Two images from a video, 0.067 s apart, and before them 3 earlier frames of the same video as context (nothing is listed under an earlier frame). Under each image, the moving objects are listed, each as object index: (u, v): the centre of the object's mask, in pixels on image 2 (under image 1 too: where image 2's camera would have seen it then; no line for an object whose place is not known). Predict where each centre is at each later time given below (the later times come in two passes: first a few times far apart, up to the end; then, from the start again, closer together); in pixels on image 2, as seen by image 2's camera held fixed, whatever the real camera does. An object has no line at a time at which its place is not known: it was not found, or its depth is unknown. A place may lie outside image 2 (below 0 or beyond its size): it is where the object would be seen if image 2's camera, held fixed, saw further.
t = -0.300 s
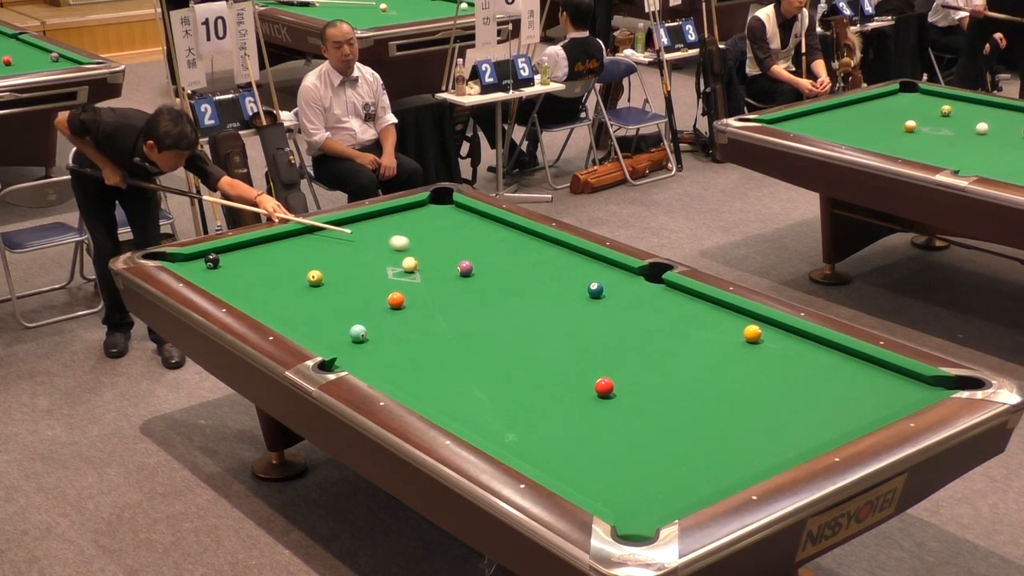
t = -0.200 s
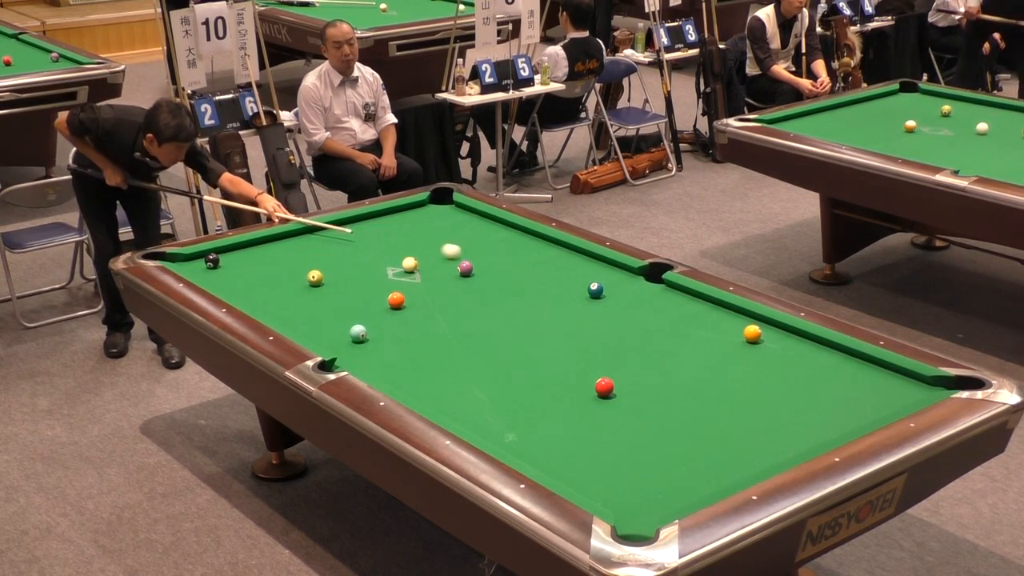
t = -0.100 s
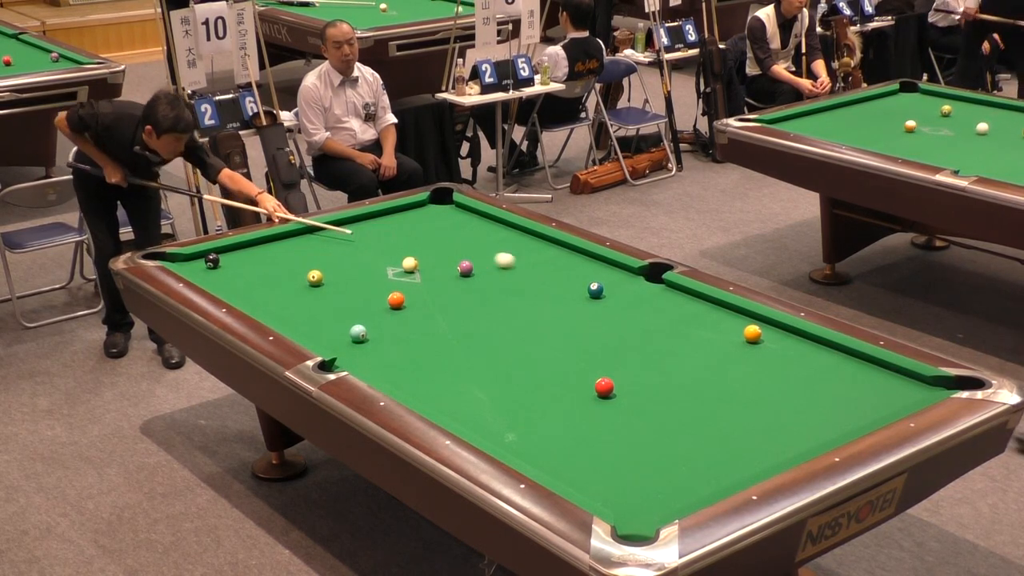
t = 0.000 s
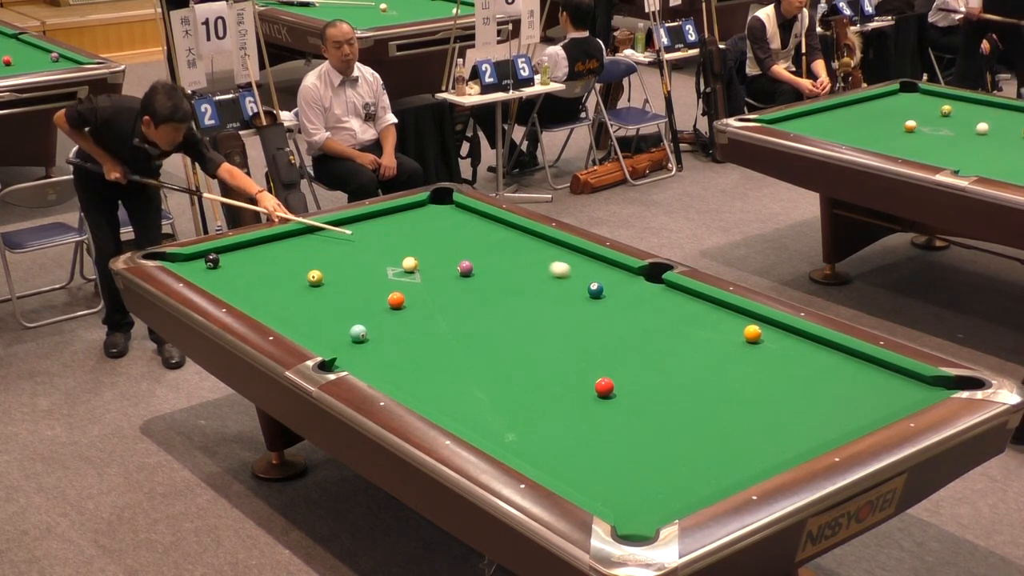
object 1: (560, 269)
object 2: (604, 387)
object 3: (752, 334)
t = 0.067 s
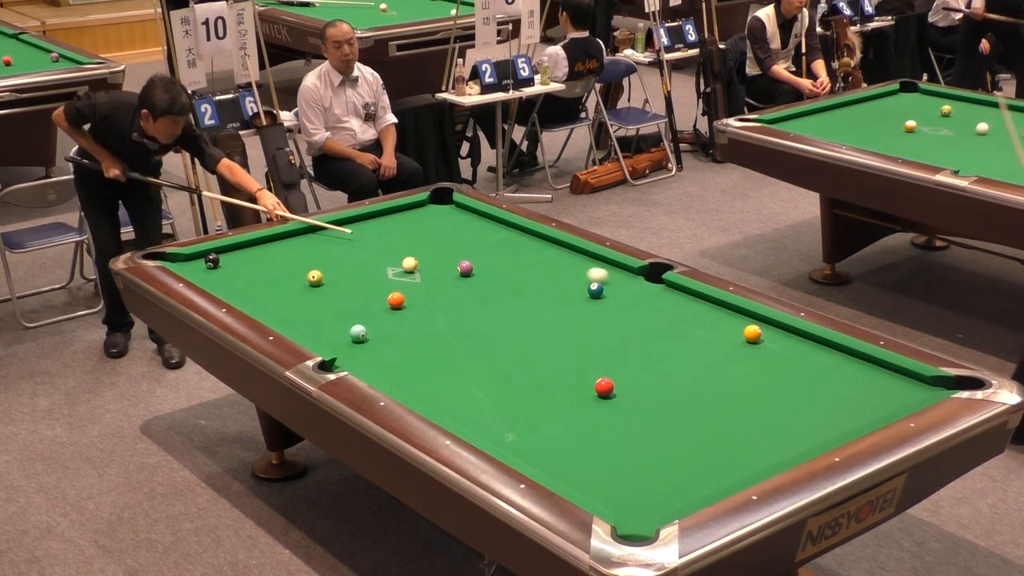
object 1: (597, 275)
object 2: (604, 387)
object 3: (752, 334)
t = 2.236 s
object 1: (609, 476)
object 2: (604, 387)
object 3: (863, 374)
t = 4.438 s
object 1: (626, 387)
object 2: (587, 356)
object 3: (825, 369)
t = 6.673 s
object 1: (627, 386)
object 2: (578, 340)
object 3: (825, 369)
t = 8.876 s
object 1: (627, 386)
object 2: (578, 340)
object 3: (825, 369)
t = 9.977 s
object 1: (627, 386)
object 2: (578, 340)
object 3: (825, 369)
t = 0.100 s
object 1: (616, 279)
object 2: (604, 387)
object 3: (752, 334)
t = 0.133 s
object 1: (636, 282)
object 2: (604, 387)
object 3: (752, 334)
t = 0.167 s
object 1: (656, 285)
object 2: (604, 387)
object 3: (752, 334)
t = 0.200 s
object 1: (676, 288)
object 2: (604, 387)
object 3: (752, 334)
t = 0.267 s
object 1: (692, 300)
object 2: (604, 387)
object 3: (752, 334)
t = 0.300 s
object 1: (699, 306)
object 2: (604, 387)
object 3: (752, 334)
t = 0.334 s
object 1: (708, 311)
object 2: (604, 387)
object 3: (752, 334)
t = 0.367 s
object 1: (717, 317)
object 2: (604, 387)
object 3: (752, 334)
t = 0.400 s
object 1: (727, 324)
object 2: (604, 387)
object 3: (753, 334)
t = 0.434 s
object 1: (735, 330)
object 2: (604, 387)
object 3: (753, 334)
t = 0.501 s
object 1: (730, 336)
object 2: (604, 387)
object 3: (778, 339)
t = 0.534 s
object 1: (727, 340)
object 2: (604, 387)
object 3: (790, 342)
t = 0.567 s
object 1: (725, 343)
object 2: (604, 387)
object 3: (801, 345)
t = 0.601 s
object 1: (724, 347)
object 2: (604, 387)
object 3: (811, 347)
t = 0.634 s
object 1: (723, 351)
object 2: (604, 387)
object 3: (822, 349)
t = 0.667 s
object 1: (723, 355)
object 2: (604, 387)
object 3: (832, 352)
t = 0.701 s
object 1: (722, 359)
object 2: (604, 387)
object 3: (841, 354)
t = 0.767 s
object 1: (720, 367)
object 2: (604, 387)
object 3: (861, 358)
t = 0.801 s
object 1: (719, 372)
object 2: (604, 387)
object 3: (869, 361)
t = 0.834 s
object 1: (718, 376)
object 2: (604, 387)
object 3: (874, 364)
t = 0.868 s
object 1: (717, 380)
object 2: (604, 387)
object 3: (880, 367)
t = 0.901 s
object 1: (716, 384)
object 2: (604, 387)
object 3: (887, 370)
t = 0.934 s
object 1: (715, 389)
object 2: (604, 387)
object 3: (893, 373)
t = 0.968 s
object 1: (714, 393)
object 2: (604, 387)
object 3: (899, 376)
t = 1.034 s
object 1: (712, 402)
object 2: (604, 387)
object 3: (911, 382)
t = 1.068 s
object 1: (711, 407)
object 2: (604, 387)
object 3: (918, 385)
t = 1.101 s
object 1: (710, 411)
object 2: (604, 387)
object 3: (924, 387)
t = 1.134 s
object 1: (709, 416)
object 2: (604, 387)
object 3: (929, 388)
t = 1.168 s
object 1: (708, 421)
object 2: (604, 387)
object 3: (927, 387)
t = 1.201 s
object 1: (707, 426)
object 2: (604, 387)
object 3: (926, 386)
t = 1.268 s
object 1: (705, 435)
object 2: (604, 387)
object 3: (924, 384)
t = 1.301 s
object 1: (704, 440)
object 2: (604, 387)
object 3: (923, 382)
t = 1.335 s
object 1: (703, 445)
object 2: (604, 387)
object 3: (921, 381)
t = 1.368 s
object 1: (702, 450)
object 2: (604, 387)
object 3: (918, 380)
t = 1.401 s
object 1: (701, 455)
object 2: (604, 387)
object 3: (916, 380)
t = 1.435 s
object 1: (699, 460)
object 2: (604, 387)
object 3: (913, 380)
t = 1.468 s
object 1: (698, 465)
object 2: (604, 387)
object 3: (911, 379)
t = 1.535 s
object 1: (696, 476)
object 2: (604, 387)
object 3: (906, 378)
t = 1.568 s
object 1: (695, 481)
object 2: (604, 387)
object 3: (903, 378)
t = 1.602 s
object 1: (693, 486)
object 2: (604, 387)
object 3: (901, 378)
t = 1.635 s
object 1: (692, 490)
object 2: (604, 387)
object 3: (899, 377)
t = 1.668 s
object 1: (689, 494)
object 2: (604, 387)
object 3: (897, 377)
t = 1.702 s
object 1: (678, 496)
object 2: (604, 387)
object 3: (894, 377)
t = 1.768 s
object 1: (659, 500)
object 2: (604, 387)
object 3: (890, 376)
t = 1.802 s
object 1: (650, 501)
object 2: (604, 387)
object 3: (887, 376)
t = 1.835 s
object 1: (640, 502)
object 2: (604, 387)
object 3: (885, 376)
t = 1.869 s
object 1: (631, 503)
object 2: (604, 387)
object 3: (883, 376)
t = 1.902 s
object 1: (621, 504)
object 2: (604, 387)
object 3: (881, 375)
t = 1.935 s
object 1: (613, 504)
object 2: (604, 387)
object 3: (879, 375)
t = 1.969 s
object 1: (609, 502)
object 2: (604, 387)
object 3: (877, 375)
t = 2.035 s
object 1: (610, 496)
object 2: (604, 387)
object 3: (874, 375)
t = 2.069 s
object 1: (609, 492)
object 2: (604, 387)
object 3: (872, 375)
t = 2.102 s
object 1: (609, 489)
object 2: (604, 387)
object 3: (870, 374)
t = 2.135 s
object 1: (609, 485)
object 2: (604, 387)
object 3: (868, 374)
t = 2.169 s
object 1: (609, 482)
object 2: (604, 387)
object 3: (866, 374)
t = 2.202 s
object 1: (609, 479)
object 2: (604, 387)
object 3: (864, 374)
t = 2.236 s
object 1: (609, 476)
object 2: (604, 387)
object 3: (863, 374)
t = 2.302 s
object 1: (609, 470)
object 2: (604, 387)
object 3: (859, 374)
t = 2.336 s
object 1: (609, 466)
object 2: (604, 387)
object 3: (857, 374)
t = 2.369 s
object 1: (609, 463)
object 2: (604, 387)
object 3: (856, 373)
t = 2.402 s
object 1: (609, 460)
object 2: (604, 387)
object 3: (855, 373)
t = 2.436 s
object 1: (609, 457)
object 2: (604, 387)
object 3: (854, 373)
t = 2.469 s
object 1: (609, 455)
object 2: (604, 387)
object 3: (852, 373)
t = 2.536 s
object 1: (609, 449)
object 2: (604, 387)
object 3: (849, 373)
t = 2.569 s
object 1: (609, 446)
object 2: (604, 387)
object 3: (848, 372)
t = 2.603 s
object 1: (608, 443)
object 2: (604, 387)
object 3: (847, 372)
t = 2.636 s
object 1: (608, 441)
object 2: (604, 387)
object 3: (845, 372)
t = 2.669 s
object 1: (608, 438)
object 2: (604, 387)
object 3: (844, 372)
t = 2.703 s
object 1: (608, 435)
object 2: (604, 387)
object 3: (843, 372)
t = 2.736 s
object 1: (608, 433)
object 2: (604, 387)
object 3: (842, 372)
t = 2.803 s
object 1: (608, 428)
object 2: (604, 387)
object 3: (840, 372)
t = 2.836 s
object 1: (608, 425)
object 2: (604, 387)
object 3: (839, 371)
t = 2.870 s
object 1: (608, 423)
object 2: (604, 387)
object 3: (838, 371)
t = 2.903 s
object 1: (608, 420)
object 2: (604, 387)
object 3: (837, 371)
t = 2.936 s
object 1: (608, 418)
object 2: (604, 387)
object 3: (836, 371)
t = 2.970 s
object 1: (608, 416)
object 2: (604, 387)
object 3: (835, 371)
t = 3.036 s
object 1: (608, 411)
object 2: (604, 387)
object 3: (833, 370)
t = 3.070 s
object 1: (608, 409)
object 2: (604, 387)
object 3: (832, 370)
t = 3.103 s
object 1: (608, 407)
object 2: (604, 386)
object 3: (832, 370)
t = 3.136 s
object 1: (608, 404)
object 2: (604, 386)
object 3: (831, 370)
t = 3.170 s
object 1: (608, 402)
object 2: (604, 385)
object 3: (830, 370)
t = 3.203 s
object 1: (608, 400)
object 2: (604, 384)
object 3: (830, 370)
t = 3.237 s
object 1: (608, 398)
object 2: (603, 384)
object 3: (829, 370)
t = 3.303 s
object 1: (609, 396)
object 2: (602, 383)
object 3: (828, 369)
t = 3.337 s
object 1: (610, 395)
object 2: (601, 382)
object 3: (828, 370)
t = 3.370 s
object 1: (610, 395)
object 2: (601, 381)
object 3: (827, 369)
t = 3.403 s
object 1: (611, 394)
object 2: (601, 380)
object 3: (827, 369)
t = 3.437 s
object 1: (612, 394)
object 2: (600, 380)
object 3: (826, 369)
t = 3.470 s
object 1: (613, 393)
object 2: (600, 379)
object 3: (826, 369)
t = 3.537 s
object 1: (614, 392)
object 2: (599, 378)
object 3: (825, 369)
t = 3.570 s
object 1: (614, 392)
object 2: (598, 377)
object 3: (825, 369)
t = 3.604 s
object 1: (615, 392)
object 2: (597, 376)
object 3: (825, 369)
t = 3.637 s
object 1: (616, 391)
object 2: (597, 375)
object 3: (825, 369)
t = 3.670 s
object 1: (616, 391)
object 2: (597, 374)
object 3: (824, 368)
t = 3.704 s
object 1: (617, 391)
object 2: (596, 373)
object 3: (824, 368)
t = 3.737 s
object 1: (617, 390)
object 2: (596, 371)
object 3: (824, 368)
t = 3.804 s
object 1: (619, 390)
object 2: (595, 370)
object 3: (824, 368)
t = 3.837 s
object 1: (619, 390)
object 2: (594, 369)
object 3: (824, 368)
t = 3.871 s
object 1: (620, 390)
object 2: (594, 368)
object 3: (824, 368)
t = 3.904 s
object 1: (620, 389)
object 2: (593, 367)
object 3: (824, 368)
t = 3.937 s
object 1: (621, 389)
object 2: (593, 367)
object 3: (825, 369)
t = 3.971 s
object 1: (621, 389)
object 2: (593, 366)
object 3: (825, 368)
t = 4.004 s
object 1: (622, 389)
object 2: (592, 365)
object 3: (825, 368)
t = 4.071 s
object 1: (622, 388)
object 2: (591, 363)
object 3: (825, 368)
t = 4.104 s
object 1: (623, 388)
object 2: (591, 362)
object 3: (825, 369)
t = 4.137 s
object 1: (623, 388)
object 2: (591, 362)
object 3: (825, 369)
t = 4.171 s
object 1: (624, 387)
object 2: (590, 361)
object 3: (825, 369)
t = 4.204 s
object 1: (624, 387)
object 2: (590, 360)
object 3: (825, 369)
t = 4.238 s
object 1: (624, 387)
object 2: (589, 360)
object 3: (825, 369)
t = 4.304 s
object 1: (625, 387)
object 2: (589, 358)
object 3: (825, 369)
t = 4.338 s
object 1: (625, 387)
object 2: (588, 358)
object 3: (825, 369)
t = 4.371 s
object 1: (626, 387)
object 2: (588, 357)
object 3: (825, 369)
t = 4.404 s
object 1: (626, 387)
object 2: (588, 357)
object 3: (825, 369)
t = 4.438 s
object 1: (626, 387)
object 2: (587, 356)
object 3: (825, 369)
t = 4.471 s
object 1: (626, 386)
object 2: (587, 355)
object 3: (825, 369)
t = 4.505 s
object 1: (627, 387)
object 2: (587, 355)
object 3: (825, 369)
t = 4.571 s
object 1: (627, 386)
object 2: (586, 353)
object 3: (825, 369)
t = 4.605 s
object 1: (627, 386)
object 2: (586, 353)
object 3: (825, 369)
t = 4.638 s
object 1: (627, 386)
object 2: (586, 352)
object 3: (825, 369)
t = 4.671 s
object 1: (627, 386)
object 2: (585, 352)
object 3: (825, 369)
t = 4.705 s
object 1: (627, 386)
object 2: (585, 351)
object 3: (825, 369)
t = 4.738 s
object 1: (627, 386)
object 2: (585, 351)
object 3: (825, 369)
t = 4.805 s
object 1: (627, 386)
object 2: (584, 350)
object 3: (825, 369)
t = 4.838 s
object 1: (627, 386)
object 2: (584, 349)
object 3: (825, 369)
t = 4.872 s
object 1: (627, 386)
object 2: (584, 349)
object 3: (825, 369)
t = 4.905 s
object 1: (627, 386)
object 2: (584, 349)
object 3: (825, 369)
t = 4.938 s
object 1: (626, 386)
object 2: (583, 348)
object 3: (825, 369)
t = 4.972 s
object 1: (627, 386)
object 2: (583, 348)
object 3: (825, 369)
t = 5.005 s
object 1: (627, 386)
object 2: (582, 347)
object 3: (825, 369)
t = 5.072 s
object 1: (627, 386)
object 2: (582, 347)
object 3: (825, 369)
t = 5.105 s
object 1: (626, 386)
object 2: (582, 346)
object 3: (825, 369)
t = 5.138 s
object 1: (626, 386)
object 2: (582, 346)
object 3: (825, 369)
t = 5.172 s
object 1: (626, 386)
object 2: (582, 345)
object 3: (825, 369)
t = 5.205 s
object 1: (626, 386)
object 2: (581, 345)
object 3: (825, 369)
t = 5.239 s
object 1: (627, 386)
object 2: (581, 345)
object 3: (825, 369)
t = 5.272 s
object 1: (626, 386)
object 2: (581, 345)
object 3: (825, 369)
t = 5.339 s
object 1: (627, 386)
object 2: (581, 344)
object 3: (825, 369)
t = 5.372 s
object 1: (627, 386)
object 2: (581, 344)
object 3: (825, 369)
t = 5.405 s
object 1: (626, 386)
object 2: (580, 343)
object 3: (825, 369)
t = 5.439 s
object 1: (627, 386)
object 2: (580, 343)
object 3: (825, 369)
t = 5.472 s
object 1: (627, 386)
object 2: (580, 343)
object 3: (825, 369)
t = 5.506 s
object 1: (627, 386)
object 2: (580, 343)
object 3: (825, 369)
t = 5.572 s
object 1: (627, 386)
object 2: (580, 343)
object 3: (825, 369)
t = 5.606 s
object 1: (627, 386)
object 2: (580, 342)
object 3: (825, 369)
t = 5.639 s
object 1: (627, 386)
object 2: (579, 342)
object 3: (825, 369)
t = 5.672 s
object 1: (627, 386)
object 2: (579, 342)
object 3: (825, 369)
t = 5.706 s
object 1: (627, 386)
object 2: (579, 342)
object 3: (825, 369)
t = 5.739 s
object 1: (627, 386)
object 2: (579, 341)
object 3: (825, 369)
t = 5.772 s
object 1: (627, 386)
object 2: (579, 341)
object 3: (825, 369)
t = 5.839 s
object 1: (627, 386)
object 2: (579, 341)
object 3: (825, 369)
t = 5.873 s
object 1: (627, 386)
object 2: (579, 341)
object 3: (825, 369)
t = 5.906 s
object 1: (627, 386)
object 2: (578, 341)
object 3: (825, 369)
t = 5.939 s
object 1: (627, 386)
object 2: (578, 341)
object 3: (825, 369)
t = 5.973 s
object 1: (627, 386)
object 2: (578, 341)
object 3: (825, 369)
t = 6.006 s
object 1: (627, 386)
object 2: (578, 341)
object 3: (825, 369)
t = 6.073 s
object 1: (627, 386)
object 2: (578, 340)
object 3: (825, 369)
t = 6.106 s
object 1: (627, 386)
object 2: (578, 340)
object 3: (825, 369)
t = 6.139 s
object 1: (627, 386)
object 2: (578, 340)
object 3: (825, 369)
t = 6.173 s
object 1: (626, 386)
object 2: (578, 340)
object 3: (825, 369)
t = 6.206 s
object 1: (627, 386)
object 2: (578, 341)
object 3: (825, 369)
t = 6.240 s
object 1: (626, 386)
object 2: (578, 340)
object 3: (825, 369)
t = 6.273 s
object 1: (626, 386)
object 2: (578, 340)
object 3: (825, 369)
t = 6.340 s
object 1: (626, 386)
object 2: (578, 340)
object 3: (825, 369)
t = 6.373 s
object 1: (626, 386)
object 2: (578, 340)
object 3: (825, 369)
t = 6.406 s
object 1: (626, 386)
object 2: (578, 340)
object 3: (825, 369)
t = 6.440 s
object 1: (627, 386)
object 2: (578, 340)
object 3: (825, 369)
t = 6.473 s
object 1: (626, 386)
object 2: (578, 340)
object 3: (825, 369)
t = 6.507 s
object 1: (627, 386)
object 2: (578, 340)
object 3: (825, 369)
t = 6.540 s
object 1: (626, 386)
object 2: (578, 340)
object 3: (825, 369)
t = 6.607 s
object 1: (627, 386)
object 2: (578, 340)
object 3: (825, 369)
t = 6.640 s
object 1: (627, 386)
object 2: (578, 340)
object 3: (825, 369)
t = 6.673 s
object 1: (627, 386)
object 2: (578, 340)
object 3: (825, 369)
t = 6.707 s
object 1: (627, 386)
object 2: (578, 340)
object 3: (825, 369)
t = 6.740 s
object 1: (627, 386)
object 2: (578, 340)
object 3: (825, 369)
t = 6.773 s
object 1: (627, 386)
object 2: (578, 340)
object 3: (825, 369)
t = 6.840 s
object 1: (627, 386)
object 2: (578, 340)
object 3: (825, 369)
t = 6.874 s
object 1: (627, 386)
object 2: (578, 340)
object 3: (825, 369)
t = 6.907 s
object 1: (627, 386)
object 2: (578, 340)
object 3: (825, 369)
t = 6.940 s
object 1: (627, 386)
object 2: (578, 340)
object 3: (825, 369)
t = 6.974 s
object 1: (627, 386)
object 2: (578, 340)
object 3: (825, 369)
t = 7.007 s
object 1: (627, 386)
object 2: (578, 340)
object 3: (825, 369)
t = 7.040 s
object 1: (627, 386)
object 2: (578, 340)
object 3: (825, 369)
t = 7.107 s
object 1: (627, 386)
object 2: (578, 340)
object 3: (825, 369)
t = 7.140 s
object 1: (627, 386)
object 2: (578, 340)
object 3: (825, 369)
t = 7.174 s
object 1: (627, 386)
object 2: (578, 340)
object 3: (825, 369)
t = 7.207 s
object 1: (627, 386)
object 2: (578, 340)
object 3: (825, 369)
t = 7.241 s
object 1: (627, 386)
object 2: (578, 340)
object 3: (825, 369)
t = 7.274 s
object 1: (627, 386)
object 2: (578, 340)
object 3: (825, 369)
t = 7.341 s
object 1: (627, 386)
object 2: (578, 340)
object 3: (825, 369)
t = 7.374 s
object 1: (627, 386)
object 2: (578, 340)
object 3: (825, 369)
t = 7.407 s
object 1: (627, 386)
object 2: (578, 340)
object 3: (825, 369)
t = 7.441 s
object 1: (627, 386)
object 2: (578, 340)
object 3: (825, 369)
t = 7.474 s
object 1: (627, 386)
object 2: (578, 340)
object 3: (825, 369)
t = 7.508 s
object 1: (627, 386)
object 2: (578, 340)
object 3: (825, 369)
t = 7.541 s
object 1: (627, 386)
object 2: (578, 340)
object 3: (825, 369)
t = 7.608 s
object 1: (627, 386)
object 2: (578, 340)
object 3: (825, 369)
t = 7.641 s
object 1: (627, 386)
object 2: (578, 340)
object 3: (825, 369)
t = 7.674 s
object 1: (627, 386)
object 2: (578, 340)
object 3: (825, 369)
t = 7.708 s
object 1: (627, 386)
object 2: (578, 340)
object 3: (825, 369)
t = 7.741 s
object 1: (627, 386)
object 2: (578, 340)
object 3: (825, 369)
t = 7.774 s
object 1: (627, 386)
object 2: (578, 340)
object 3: (825, 369)
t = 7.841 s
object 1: (627, 386)
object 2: (578, 340)
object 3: (825, 369)
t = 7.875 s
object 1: (627, 386)
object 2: (578, 340)
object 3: (825, 369)
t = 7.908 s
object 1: (627, 386)
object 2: (578, 340)
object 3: (825, 369)
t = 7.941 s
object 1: (627, 386)
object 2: (578, 340)
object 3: (825, 369)
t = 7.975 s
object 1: (627, 386)
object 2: (578, 340)
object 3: (825, 369)
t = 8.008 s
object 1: (627, 386)
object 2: (578, 340)
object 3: (825, 369)
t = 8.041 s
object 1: (627, 386)
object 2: (578, 340)
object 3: (825, 369)
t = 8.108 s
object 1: (627, 386)
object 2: (578, 340)
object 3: (825, 369)
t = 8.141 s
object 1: (627, 386)
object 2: (578, 340)
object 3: (825, 369)
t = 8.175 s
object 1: (627, 386)
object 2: (578, 340)
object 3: (825, 369)
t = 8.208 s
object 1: (627, 386)
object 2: (578, 340)
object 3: (825, 369)
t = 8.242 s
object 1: (627, 386)
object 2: (578, 340)
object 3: (825, 369)
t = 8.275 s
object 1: (627, 386)
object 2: (578, 340)
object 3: (825, 369)
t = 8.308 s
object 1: (627, 386)
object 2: (578, 340)
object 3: (825, 369)
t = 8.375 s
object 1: (627, 386)
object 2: (578, 340)
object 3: (825, 369)
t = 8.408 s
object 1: (627, 386)
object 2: (578, 340)
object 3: (825, 369)
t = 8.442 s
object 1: (627, 386)
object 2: (578, 340)
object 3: (825, 369)
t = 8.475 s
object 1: (627, 386)
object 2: (578, 340)
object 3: (825, 369)
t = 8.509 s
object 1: (627, 386)
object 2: (578, 340)
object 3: (825, 369)
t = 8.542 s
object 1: (627, 386)
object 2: (578, 340)
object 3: (825, 369)
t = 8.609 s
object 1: (627, 386)
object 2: (578, 340)
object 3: (825, 369)
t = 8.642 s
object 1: (627, 386)
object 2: (578, 340)
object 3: (825, 369)
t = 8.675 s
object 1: (627, 386)
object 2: (578, 340)
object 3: (825, 369)
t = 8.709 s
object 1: (627, 386)
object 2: (578, 340)
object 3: (825, 369)
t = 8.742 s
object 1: (627, 386)
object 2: (578, 340)
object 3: (825, 369)
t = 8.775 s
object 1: (627, 386)
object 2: (578, 340)
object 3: (825, 369)
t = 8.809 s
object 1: (627, 386)
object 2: (578, 340)
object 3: (825, 369)
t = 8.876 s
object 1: (627, 386)
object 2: (578, 340)
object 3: (825, 369)
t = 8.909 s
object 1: (627, 386)
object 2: (578, 340)
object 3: (825, 369)
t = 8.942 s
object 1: (627, 386)
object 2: (578, 340)
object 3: (825, 369)
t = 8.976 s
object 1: (627, 386)
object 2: (578, 340)
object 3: (825, 369)
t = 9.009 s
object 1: (627, 386)
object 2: (578, 340)
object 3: (825, 369)
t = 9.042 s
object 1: (627, 386)
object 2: (578, 340)
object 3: (825, 369)
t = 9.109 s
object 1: (627, 386)
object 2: (578, 340)
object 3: (825, 369)
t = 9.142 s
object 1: (627, 386)
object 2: (578, 340)
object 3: (825, 369)
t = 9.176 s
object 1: (627, 386)
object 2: (578, 340)
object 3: (825, 369)
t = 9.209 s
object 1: (627, 386)
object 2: (578, 340)
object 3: (825, 369)
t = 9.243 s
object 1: (627, 386)
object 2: (578, 340)
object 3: (825, 369)
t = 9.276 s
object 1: (627, 386)
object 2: (578, 340)
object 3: (825, 369)
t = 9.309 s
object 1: (627, 386)
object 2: (578, 340)
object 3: (825, 369)
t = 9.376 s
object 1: (627, 386)
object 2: (578, 340)
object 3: (825, 369)
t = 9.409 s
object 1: (627, 386)
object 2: (578, 340)
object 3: (825, 369)
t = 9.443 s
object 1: (627, 386)
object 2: (578, 340)
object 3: (825, 369)
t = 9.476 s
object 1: (627, 386)
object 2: (578, 340)
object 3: (825, 369)
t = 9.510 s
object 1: (627, 386)
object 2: (578, 340)
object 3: (825, 369)
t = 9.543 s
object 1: (627, 386)
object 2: (578, 340)
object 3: (825, 369)
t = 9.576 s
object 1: (627, 386)
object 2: (578, 340)
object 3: (825, 369)
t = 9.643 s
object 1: (627, 386)
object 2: (578, 340)
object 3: (825, 369)
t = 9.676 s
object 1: (627, 386)
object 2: (578, 340)
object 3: (825, 369)
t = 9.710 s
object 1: (627, 386)
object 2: (578, 340)
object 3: (825, 369)
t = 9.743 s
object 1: (627, 386)
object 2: (578, 340)
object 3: (825, 369)
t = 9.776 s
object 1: (627, 386)
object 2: (578, 340)
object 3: (825, 369)
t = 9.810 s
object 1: (627, 386)
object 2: (578, 340)
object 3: (825, 369)
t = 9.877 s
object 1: (627, 386)
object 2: (578, 340)
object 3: (825, 369)
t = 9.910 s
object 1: (627, 386)
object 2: (578, 340)
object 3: (825, 369)
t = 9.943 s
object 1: (627, 386)
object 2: (578, 340)
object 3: (825, 369)
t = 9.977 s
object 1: (627, 386)
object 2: (578, 340)
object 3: (825, 369)
